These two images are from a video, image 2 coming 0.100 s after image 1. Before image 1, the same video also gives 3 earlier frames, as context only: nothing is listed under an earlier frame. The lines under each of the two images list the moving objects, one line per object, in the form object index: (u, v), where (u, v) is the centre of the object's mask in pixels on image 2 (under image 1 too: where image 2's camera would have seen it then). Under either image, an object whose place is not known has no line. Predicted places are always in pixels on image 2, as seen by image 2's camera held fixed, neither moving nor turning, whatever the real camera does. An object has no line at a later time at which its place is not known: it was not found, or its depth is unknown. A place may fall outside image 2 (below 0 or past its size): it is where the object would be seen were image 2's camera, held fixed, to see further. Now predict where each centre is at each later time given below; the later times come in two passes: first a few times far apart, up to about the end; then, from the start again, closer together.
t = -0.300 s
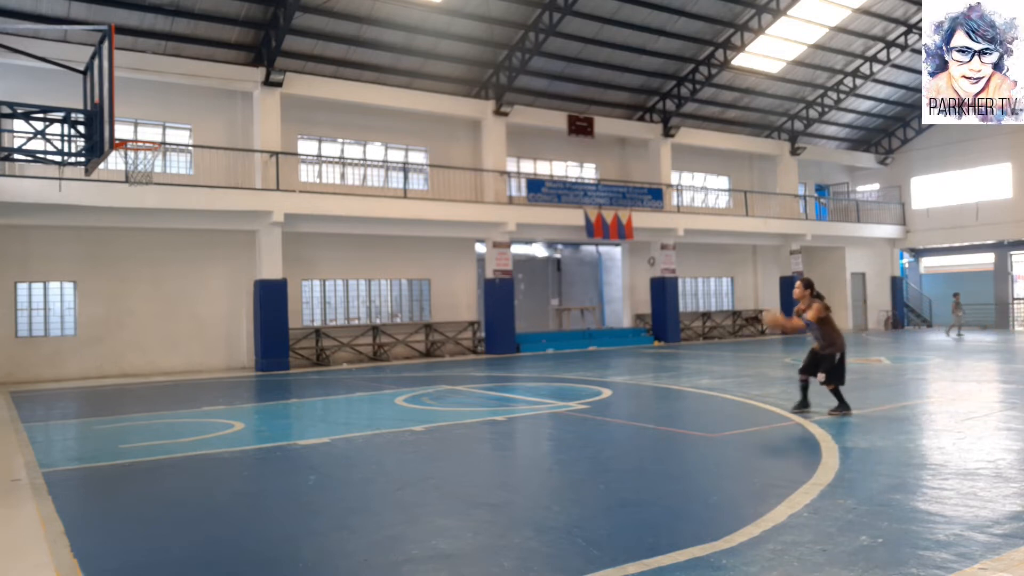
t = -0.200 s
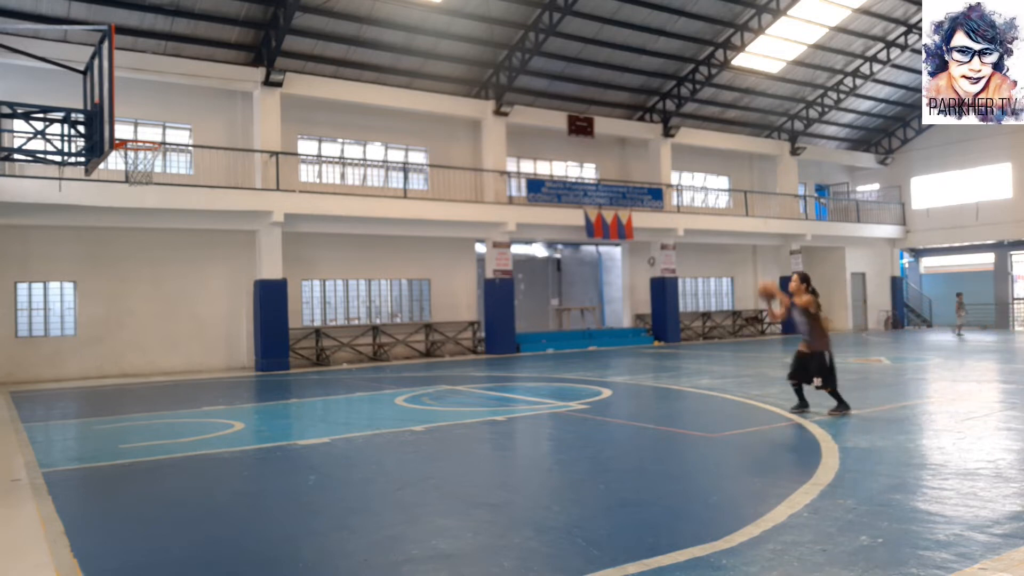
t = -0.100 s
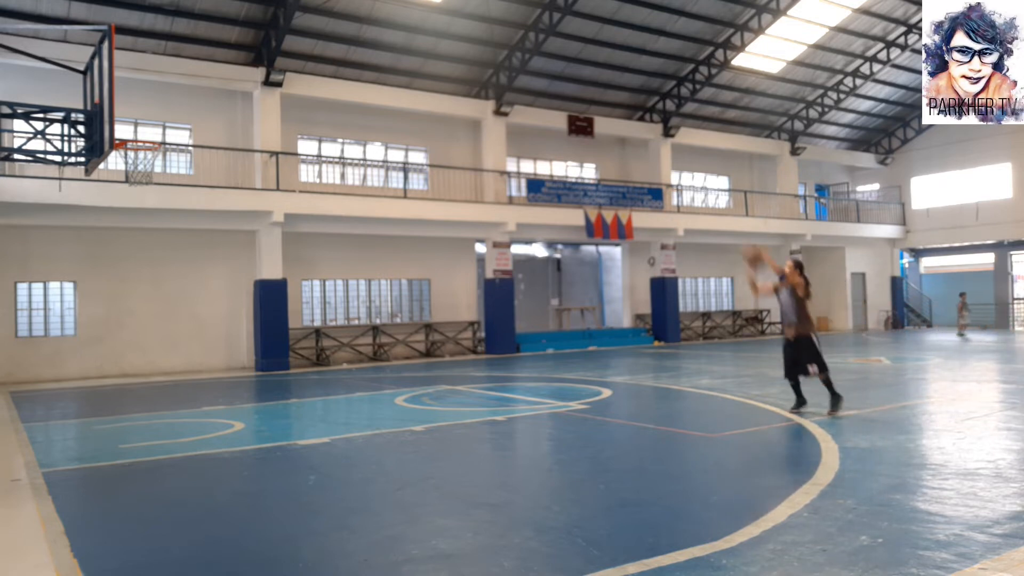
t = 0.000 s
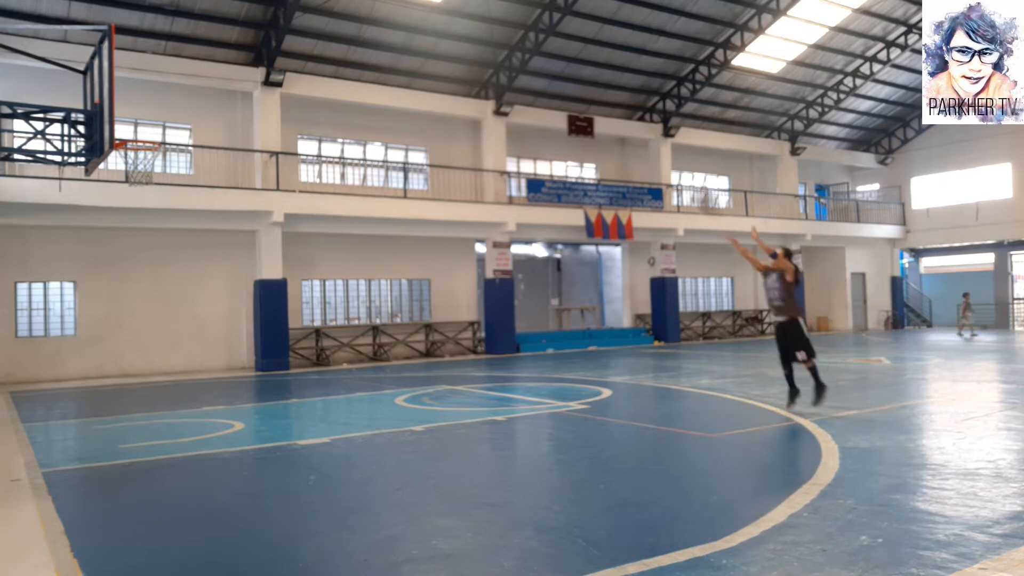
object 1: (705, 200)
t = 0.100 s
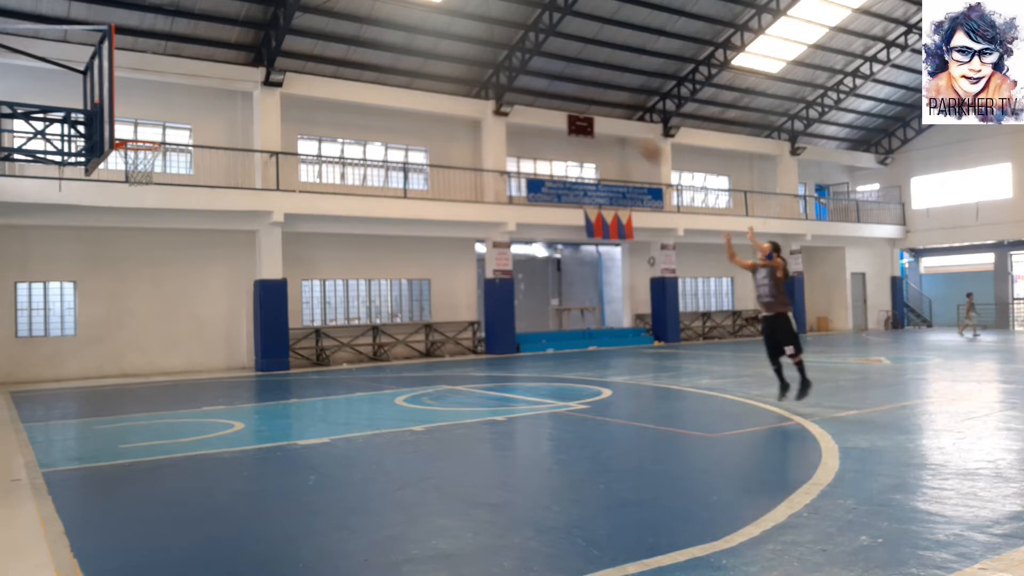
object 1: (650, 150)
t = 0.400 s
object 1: (499, 54)
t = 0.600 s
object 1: (402, 30)
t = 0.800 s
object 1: (309, 41)
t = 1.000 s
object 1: (214, 90)
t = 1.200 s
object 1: (130, 154)
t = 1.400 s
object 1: (138, 160)
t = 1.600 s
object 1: (151, 172)
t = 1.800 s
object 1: (162, 218)
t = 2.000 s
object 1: (173, 297)
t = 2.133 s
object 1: (180, 369)
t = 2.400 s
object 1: (179, 336)
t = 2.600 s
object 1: (174, 278)
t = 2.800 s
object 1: (171, 255)
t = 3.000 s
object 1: (168, 261)
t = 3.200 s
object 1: (165, 309)
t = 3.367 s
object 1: (164, 371)
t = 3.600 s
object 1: (162, 365)
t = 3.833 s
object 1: (162, 316)
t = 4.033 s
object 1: (163, 309)
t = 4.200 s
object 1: (164, 328)
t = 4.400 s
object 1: (165, 382)
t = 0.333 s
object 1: (532, 67)
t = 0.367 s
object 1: (515, 60)
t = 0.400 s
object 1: (499, 54)
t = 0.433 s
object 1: (487, 48)
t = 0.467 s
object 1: (468, 42)
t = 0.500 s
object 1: (451, 39)
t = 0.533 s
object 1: (435, 35)
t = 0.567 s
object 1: (417, 31)
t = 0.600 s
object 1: (402, 30)
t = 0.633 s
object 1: (387, 29)
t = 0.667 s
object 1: (370, 31)
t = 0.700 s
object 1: (353, 33)
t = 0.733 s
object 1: (338, 35)
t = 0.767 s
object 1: (324, 38)
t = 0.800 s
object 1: (309, 41)
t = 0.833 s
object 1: (291, 48)
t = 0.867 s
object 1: (274, 55)
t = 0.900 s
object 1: (262, 59)
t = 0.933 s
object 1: (245, 69)
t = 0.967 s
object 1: (231, 80)
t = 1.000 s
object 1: (214, 90)
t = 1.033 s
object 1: (199, 100)
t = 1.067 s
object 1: (184, 111)
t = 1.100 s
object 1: (169, 121)
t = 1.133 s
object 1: (153, 135)
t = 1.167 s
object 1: (138, 148)
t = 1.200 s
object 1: (130, 154)
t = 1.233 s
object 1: (127, 161)
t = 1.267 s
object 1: (127, 164)
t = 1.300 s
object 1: (128, 164)
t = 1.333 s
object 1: (132, 162)
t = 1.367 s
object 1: (136, 161)
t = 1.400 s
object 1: (138, 160)
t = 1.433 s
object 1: (142, 160)
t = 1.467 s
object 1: (145, 161)
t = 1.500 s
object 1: (146, 162)
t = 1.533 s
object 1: (148, 165)
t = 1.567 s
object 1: (149, 168)
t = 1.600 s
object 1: (151, 172)
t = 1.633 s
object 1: (153, 177)
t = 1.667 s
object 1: (155, 183)
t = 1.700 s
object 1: (157, 190)
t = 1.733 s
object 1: (158, 198)
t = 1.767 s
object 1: (160, 208)
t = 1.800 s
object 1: (162, 218)
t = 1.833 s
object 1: (164, 229)
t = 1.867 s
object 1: (166, 240)
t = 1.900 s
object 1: (168, 252)
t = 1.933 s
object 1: (169, 267)
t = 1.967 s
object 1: (171, 282)
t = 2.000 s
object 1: (173, 297)
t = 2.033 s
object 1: (174, 314)
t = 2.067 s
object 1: (176, 332)
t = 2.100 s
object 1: (178, 349)
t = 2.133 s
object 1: (180, 369)
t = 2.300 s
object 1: (181, 378)
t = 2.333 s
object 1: (181, 362)
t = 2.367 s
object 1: (180, 348)
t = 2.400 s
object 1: (179, 336)
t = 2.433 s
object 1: (178, 324)
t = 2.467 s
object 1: (177, 312)
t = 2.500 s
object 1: (176, 302)
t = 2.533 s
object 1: (176, 293)
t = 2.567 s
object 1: (175, 285)
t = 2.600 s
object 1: (174, 278)
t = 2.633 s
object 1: (174, 272)
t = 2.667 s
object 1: (173, 267)
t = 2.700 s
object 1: (173, 262)
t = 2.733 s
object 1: (172, 259)
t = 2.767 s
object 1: (171, 256)
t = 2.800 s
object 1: (171, 255)
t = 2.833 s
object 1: (170, 254)
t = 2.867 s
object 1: (169, 255)
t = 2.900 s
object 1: (169, 256)
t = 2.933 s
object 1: (169, 258)
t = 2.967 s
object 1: (168, 261)
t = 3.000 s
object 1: (168, 261)
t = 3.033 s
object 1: (167, 271)
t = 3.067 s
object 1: (167, 277)
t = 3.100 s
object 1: (167, 283)
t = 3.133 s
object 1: (166, 291)
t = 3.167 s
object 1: (166, 300)
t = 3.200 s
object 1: (165, 309)
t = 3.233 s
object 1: (165, 319)
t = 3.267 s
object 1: (165, 331)
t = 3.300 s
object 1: (165, 343)
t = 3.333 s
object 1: (164, 357)
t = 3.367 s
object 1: (164, 371)
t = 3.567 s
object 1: (163, 376)
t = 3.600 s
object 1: (162, 365)
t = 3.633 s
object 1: (162, 355)
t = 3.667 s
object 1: (162, 346)
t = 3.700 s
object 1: (162, 339)
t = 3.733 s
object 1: (162, 331)
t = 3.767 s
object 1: (162, 325)
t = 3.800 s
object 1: (162, 320)
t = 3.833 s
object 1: (162, 316)
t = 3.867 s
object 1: (162, 312)
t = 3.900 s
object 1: (162, 310)
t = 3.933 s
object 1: (163, 308)
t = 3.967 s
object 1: (163, 307)
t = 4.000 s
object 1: (163, 308)
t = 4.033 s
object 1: (163, 309)
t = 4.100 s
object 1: (163, 314)
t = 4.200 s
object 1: (164, 328)
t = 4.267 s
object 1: (164, 342)
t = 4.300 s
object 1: (164, 350)
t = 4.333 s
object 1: (165, 360)
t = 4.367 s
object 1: (165, 370)
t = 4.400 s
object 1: (165, 382)
